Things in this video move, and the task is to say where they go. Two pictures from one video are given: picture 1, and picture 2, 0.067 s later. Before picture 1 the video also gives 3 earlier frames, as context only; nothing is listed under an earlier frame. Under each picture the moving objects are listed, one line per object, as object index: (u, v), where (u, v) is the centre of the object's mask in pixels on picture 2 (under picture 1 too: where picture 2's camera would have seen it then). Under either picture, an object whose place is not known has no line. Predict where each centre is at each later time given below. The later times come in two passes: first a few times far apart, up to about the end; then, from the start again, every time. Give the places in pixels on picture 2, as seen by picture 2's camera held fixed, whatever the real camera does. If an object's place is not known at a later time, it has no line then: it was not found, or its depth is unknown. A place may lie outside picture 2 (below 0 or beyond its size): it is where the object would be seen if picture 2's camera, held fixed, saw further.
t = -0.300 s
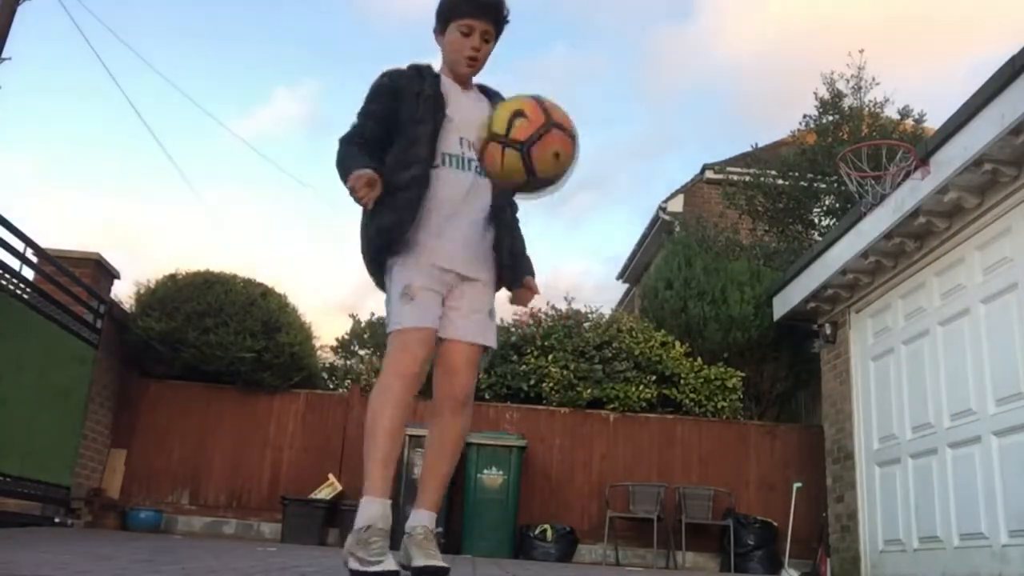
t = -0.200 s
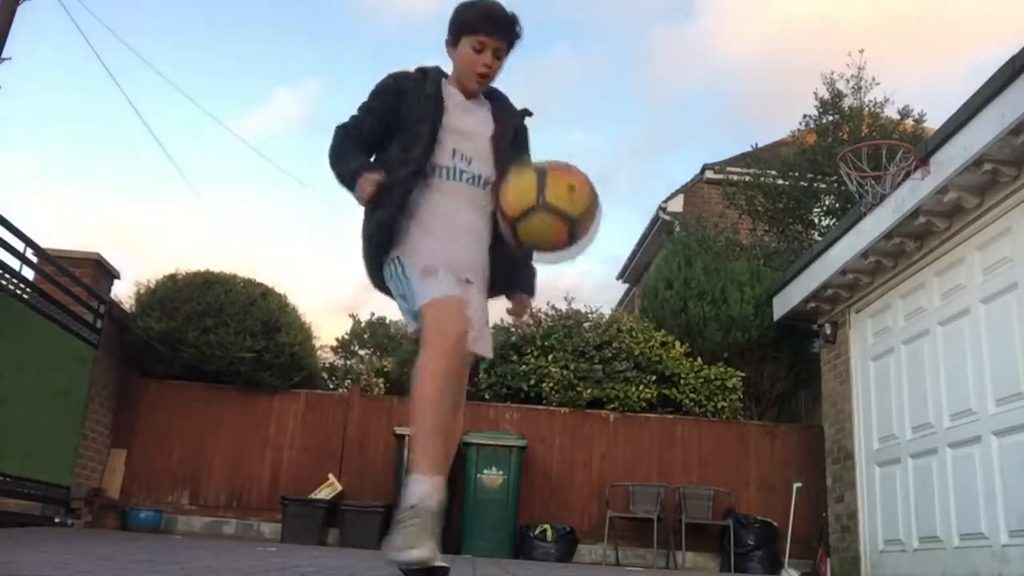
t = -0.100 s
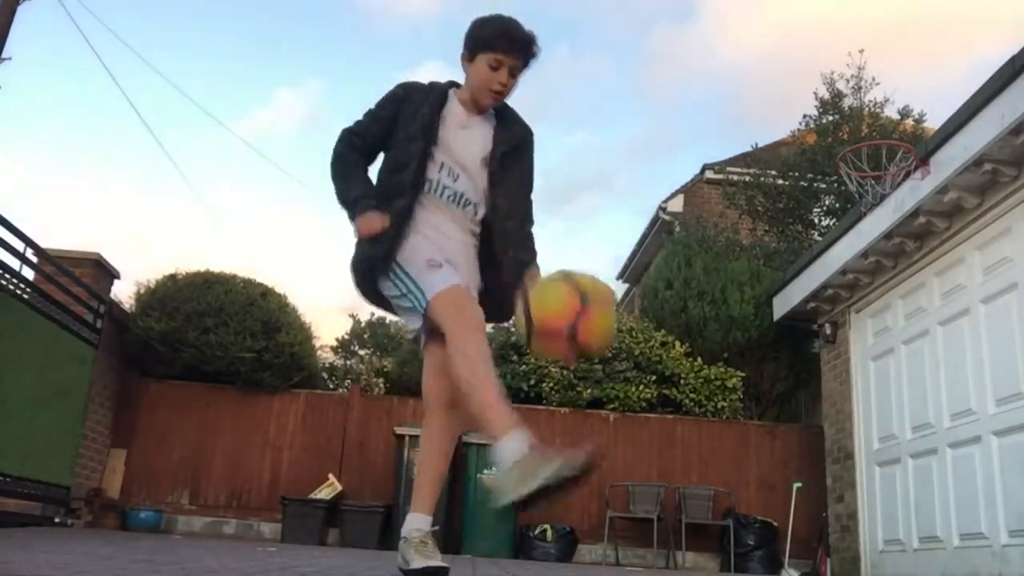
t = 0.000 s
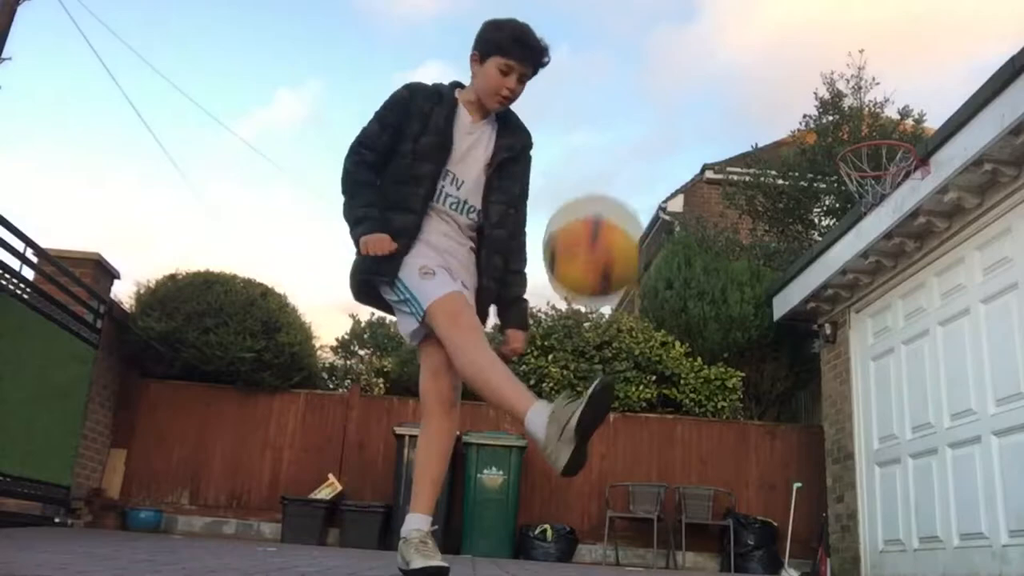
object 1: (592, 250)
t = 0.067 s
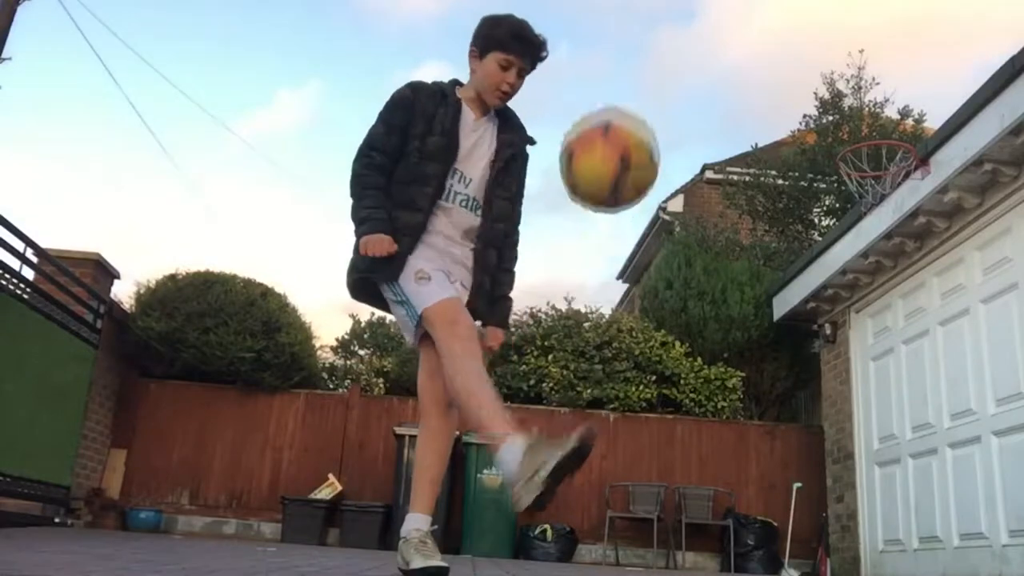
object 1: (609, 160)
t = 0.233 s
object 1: (640, 38)
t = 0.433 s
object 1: (671, 32)
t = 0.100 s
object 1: (616, 125)
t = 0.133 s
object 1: (623, 94)
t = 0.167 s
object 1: (629, 69)
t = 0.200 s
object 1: (635, 49)
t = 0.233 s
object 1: (640, 38)
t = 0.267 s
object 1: (645, 32)
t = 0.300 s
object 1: (651, 28)
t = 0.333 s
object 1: (655, 27)
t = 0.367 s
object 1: (661, 26)
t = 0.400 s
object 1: (666, 28)
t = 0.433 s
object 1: (671, 32)
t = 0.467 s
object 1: (676, 39)
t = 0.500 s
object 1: (681, 53)
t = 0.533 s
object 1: (686, 75)
